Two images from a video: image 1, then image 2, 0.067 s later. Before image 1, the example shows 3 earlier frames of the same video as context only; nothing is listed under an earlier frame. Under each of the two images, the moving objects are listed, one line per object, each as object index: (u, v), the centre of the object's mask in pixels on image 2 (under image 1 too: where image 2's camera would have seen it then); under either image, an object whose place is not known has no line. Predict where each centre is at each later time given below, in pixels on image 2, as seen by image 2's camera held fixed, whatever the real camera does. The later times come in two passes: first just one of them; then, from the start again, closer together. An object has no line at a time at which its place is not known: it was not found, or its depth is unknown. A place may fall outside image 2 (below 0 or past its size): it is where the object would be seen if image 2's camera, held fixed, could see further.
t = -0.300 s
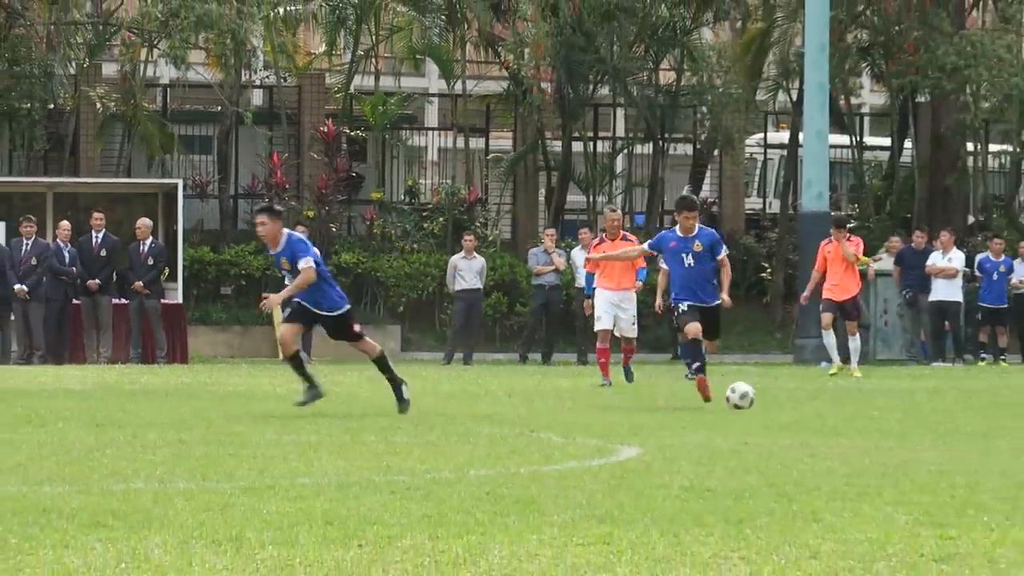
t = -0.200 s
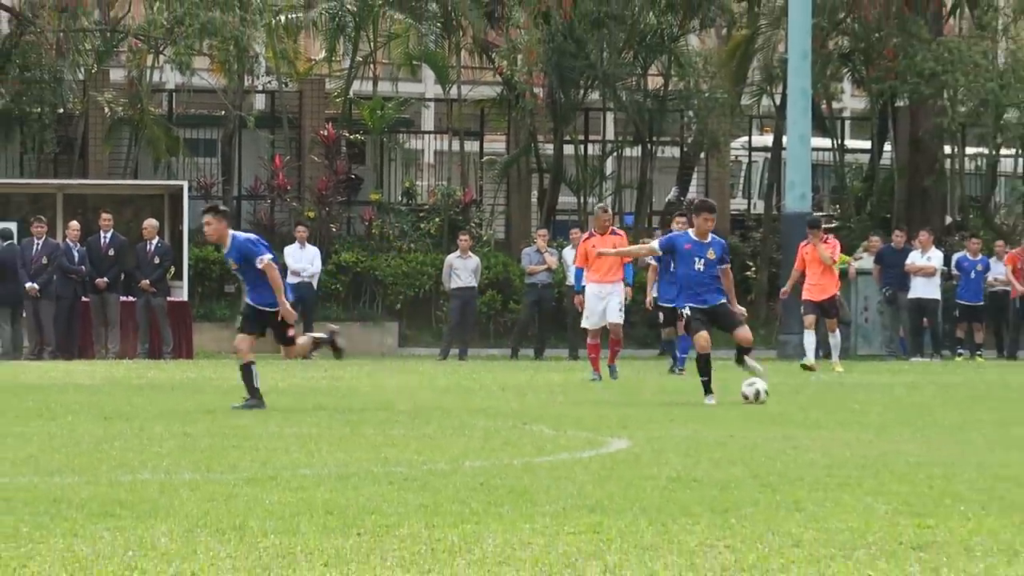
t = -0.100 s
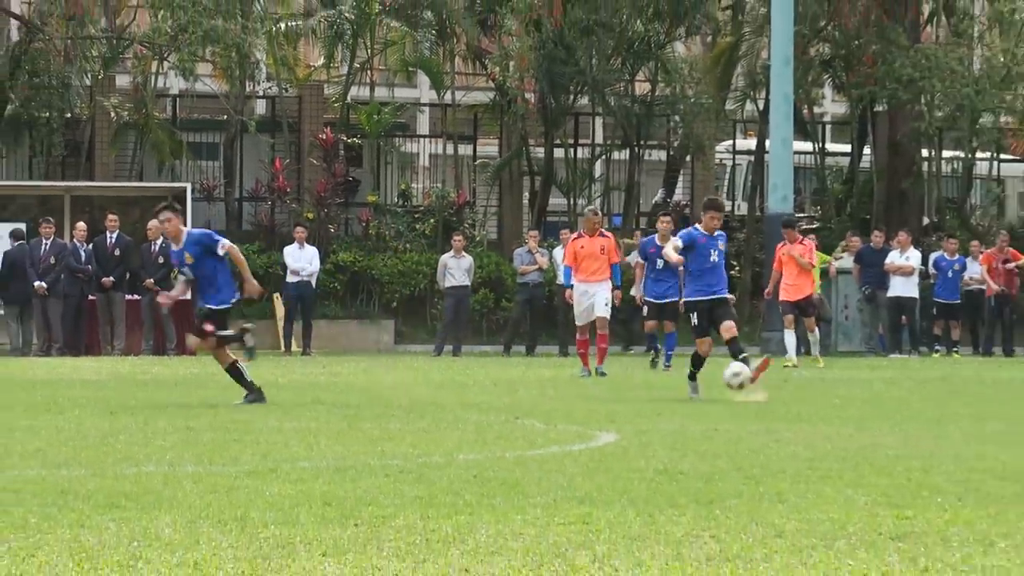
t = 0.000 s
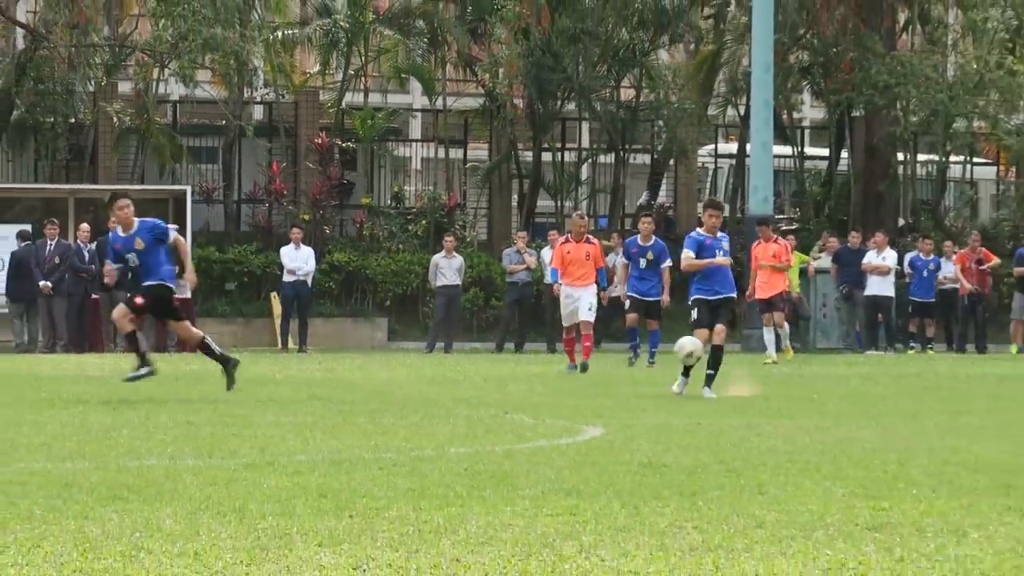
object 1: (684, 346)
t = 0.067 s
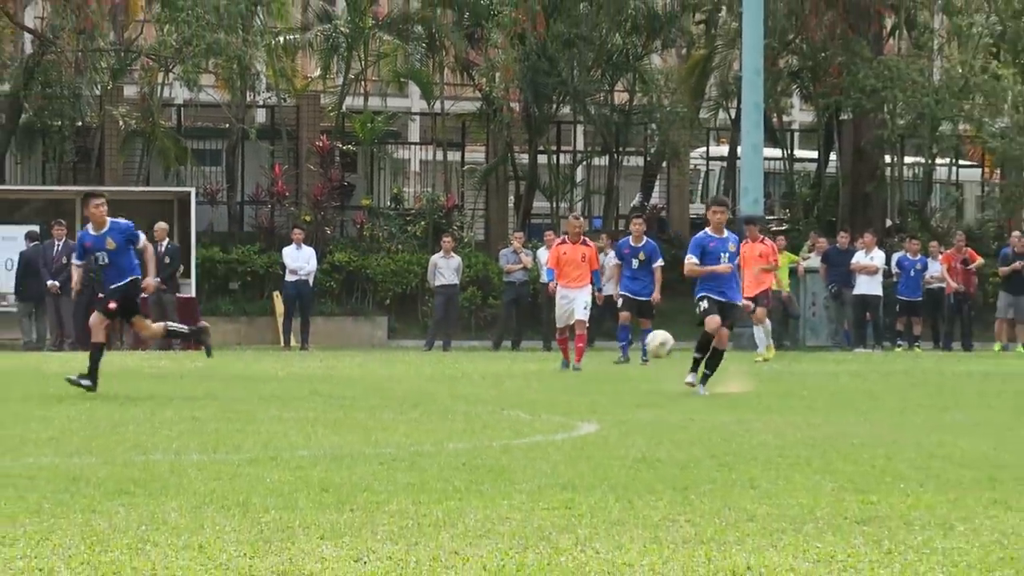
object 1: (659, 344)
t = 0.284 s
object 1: (575, 389)
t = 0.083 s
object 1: (652, 344)
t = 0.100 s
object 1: (645, 348)
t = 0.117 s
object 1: (639, 348)
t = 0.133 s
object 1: (632, 352)
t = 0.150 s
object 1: (625, 353)
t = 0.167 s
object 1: (620, 355)
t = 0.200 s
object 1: (609, 360)
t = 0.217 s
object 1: (602, 367)
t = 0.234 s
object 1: (595, 369)
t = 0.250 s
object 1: (589, 376)
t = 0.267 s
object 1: (582, 382)
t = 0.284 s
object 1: (575, 389)
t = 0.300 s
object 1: (567, 397)
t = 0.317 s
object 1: (560, 404)
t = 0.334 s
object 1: (556, 399)
